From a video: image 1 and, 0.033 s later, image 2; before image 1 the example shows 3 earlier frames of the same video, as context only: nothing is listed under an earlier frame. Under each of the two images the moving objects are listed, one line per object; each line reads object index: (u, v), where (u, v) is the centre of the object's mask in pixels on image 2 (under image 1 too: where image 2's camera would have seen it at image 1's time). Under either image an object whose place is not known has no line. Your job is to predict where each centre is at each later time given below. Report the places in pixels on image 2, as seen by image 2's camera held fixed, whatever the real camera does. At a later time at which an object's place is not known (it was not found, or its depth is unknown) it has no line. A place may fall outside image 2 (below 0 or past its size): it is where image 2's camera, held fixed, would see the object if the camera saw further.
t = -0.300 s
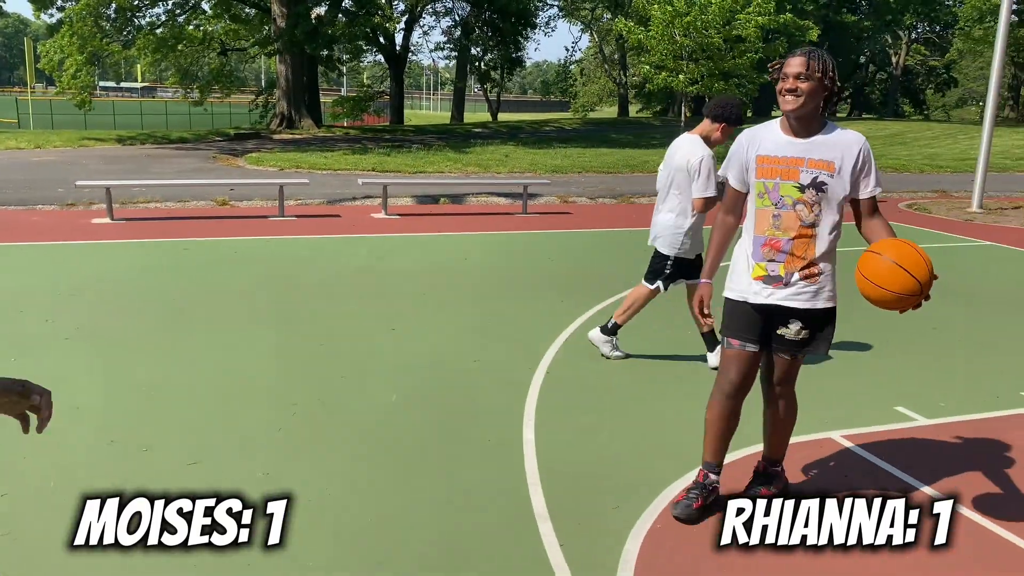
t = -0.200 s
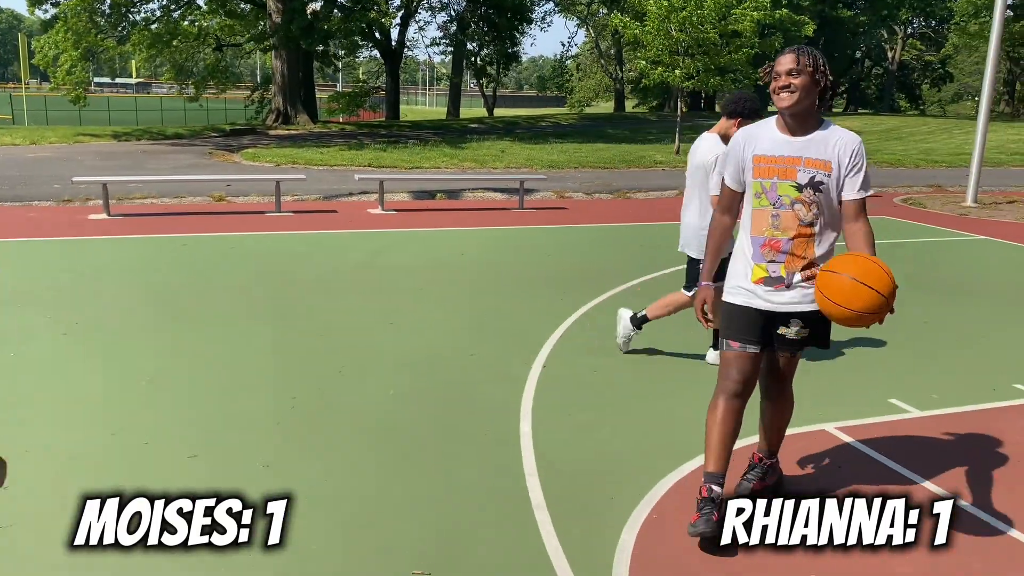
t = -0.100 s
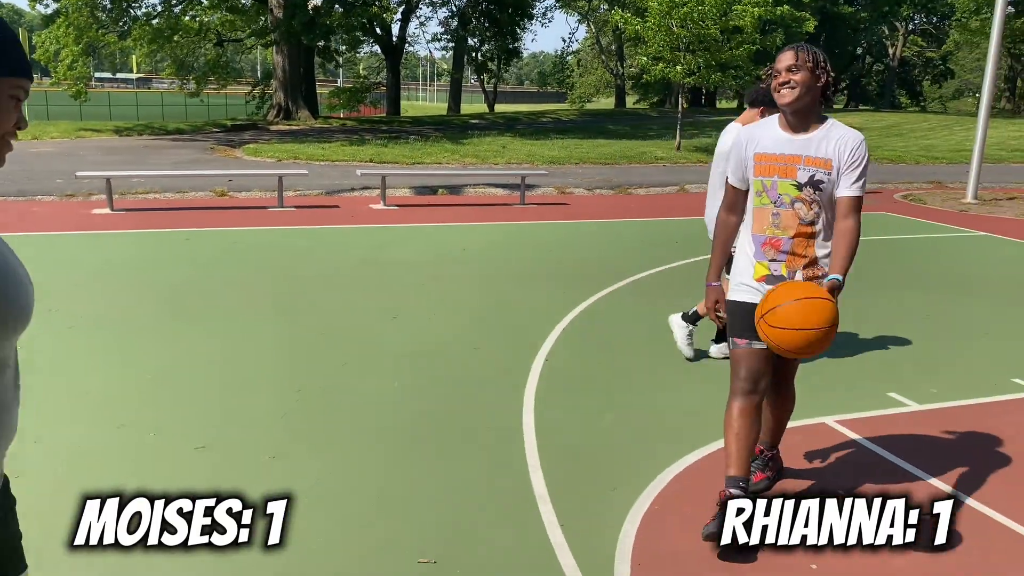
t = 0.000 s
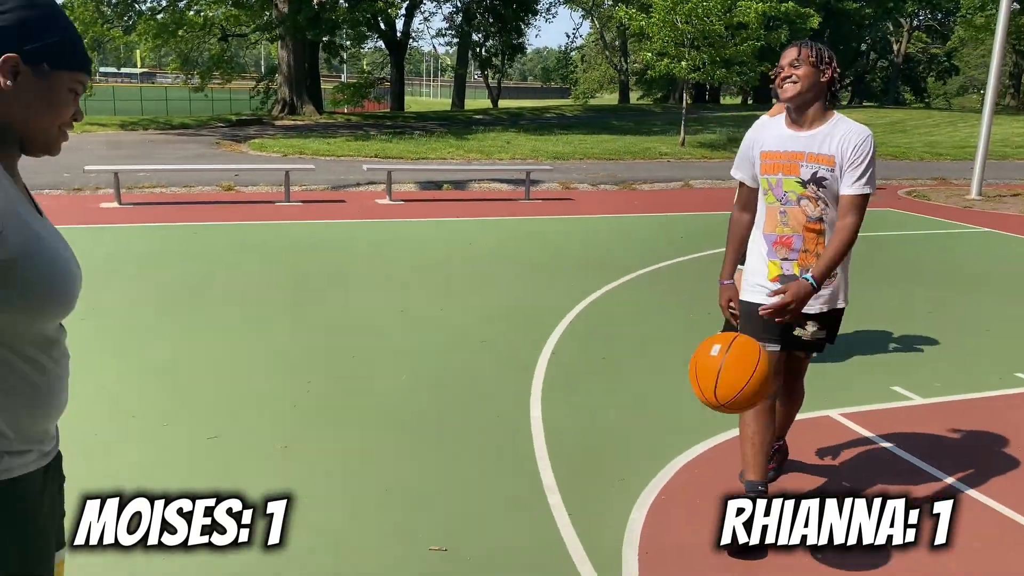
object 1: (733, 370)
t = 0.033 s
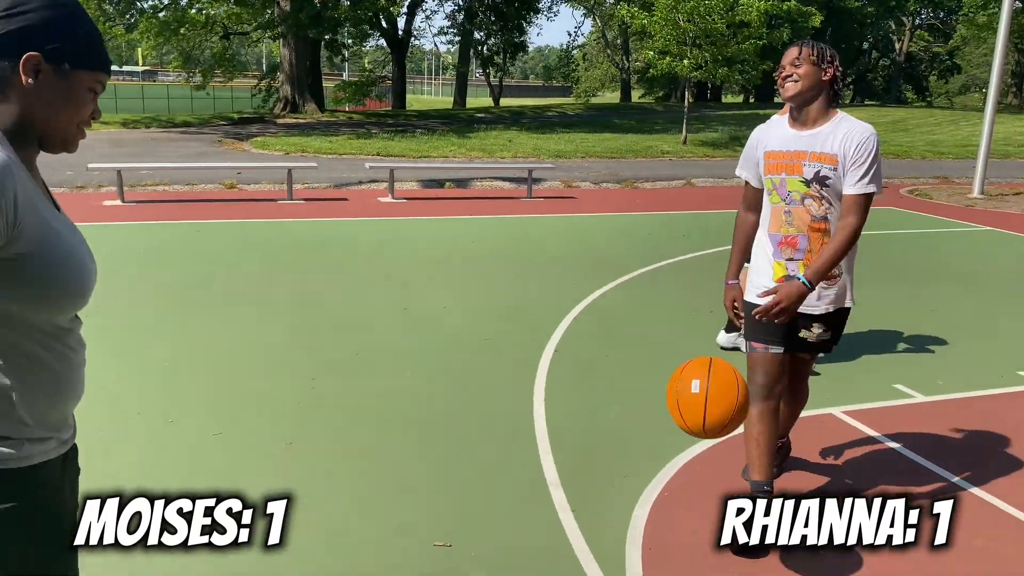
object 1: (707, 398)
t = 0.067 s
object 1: (681, 430)
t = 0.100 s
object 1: (653, 465)
